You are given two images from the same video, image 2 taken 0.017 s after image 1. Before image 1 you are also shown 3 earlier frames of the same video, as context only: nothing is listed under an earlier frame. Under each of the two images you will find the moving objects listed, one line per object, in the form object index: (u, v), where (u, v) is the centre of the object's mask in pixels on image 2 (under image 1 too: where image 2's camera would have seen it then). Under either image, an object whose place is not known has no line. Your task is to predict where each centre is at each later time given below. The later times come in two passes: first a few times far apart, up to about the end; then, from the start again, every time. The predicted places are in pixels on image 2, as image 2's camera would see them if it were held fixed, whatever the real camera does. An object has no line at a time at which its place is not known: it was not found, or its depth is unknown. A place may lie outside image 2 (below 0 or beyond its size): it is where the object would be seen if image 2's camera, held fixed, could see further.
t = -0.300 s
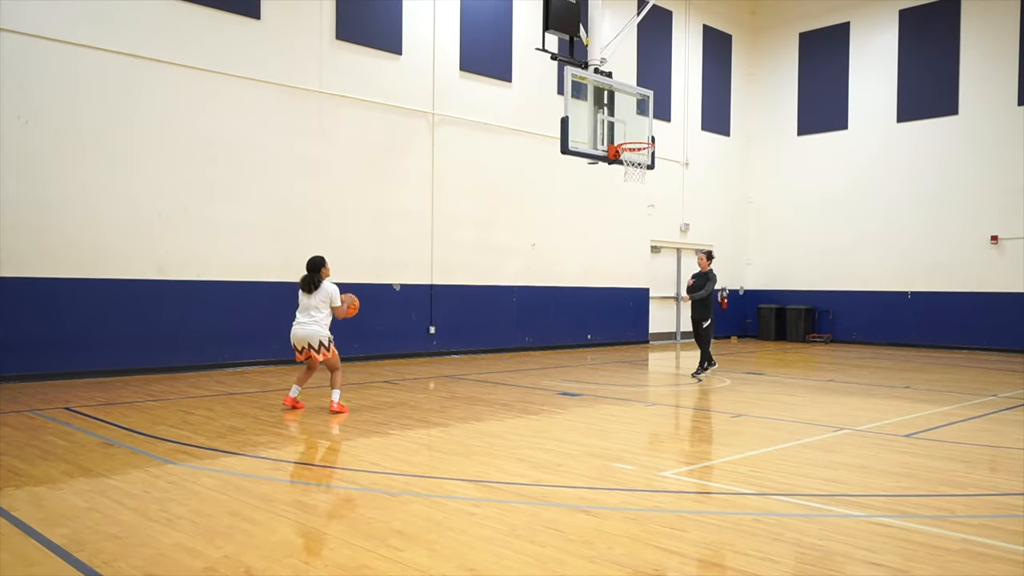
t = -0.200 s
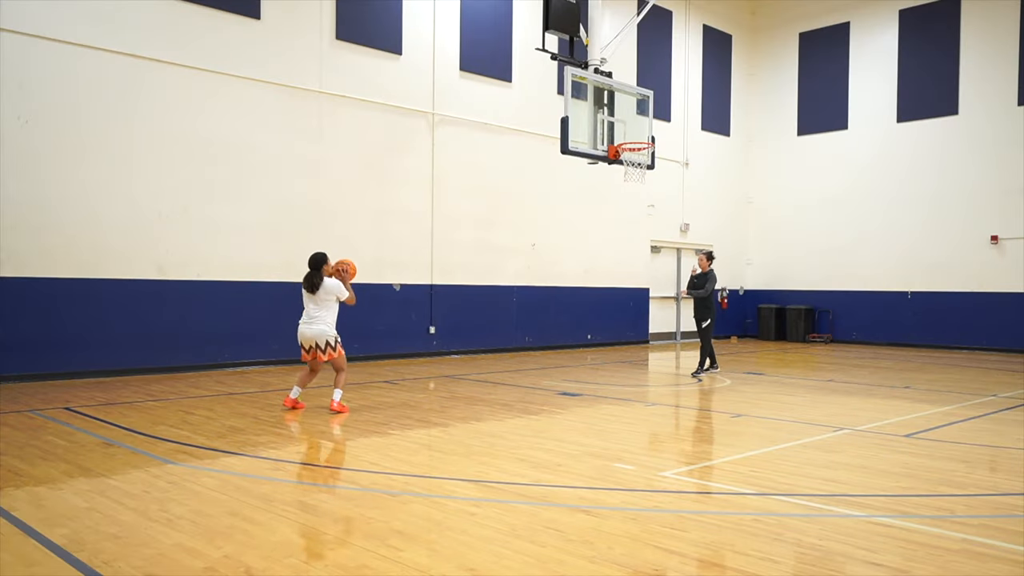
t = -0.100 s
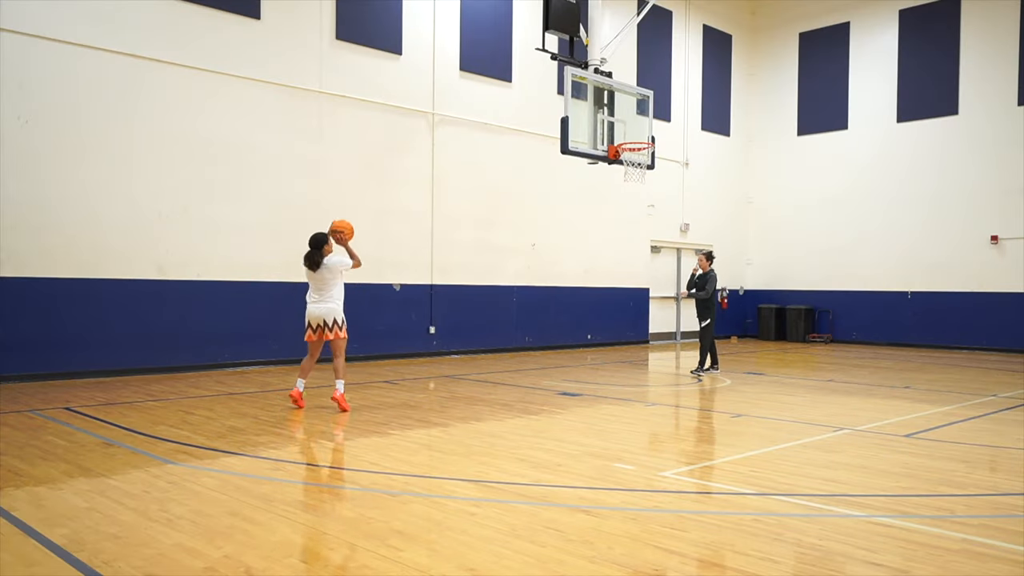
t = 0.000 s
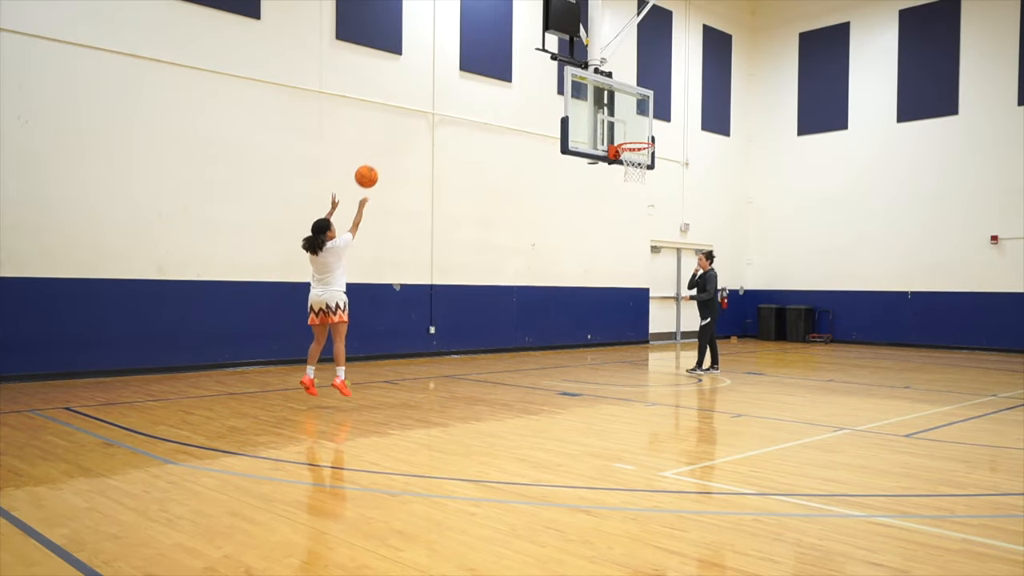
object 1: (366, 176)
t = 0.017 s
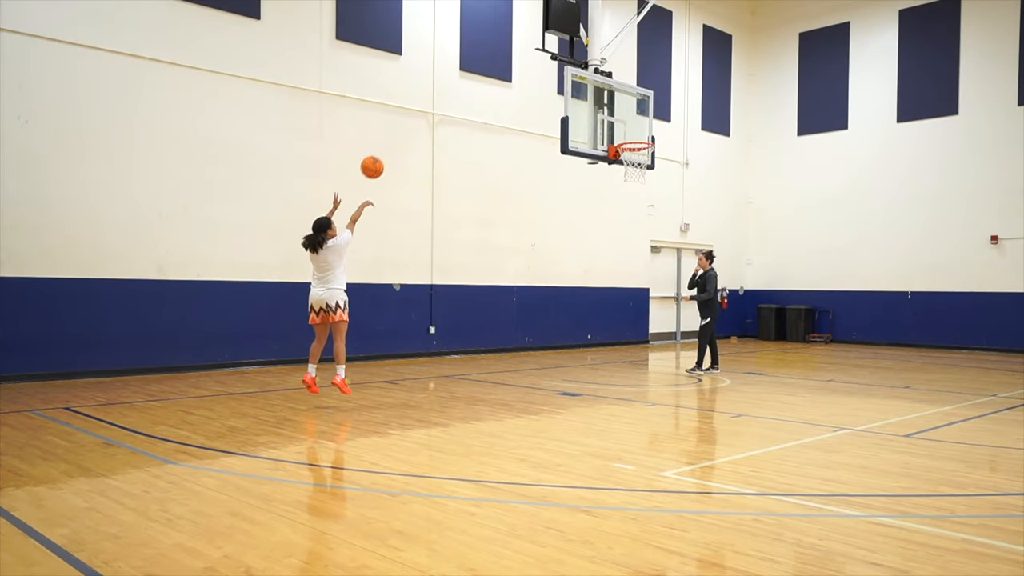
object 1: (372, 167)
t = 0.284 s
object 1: (456, 65)
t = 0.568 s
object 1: (530, 37)
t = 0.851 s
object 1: (592, 74)
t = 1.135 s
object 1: (638, 155)
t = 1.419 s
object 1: (629, 170)
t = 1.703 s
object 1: (615, 229)
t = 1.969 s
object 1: (601, 342)
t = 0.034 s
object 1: (377, 158)
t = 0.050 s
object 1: (383, 150)
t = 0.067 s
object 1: (389, 141)
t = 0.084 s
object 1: (394, 134)
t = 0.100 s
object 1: (400, 126)
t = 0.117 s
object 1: (406, 119)
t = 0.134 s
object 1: (410, 112)
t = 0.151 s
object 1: (416, 106)
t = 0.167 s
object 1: (421, 99)
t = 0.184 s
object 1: (426, 94)
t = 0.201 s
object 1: (431, 88)
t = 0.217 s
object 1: (436, 83)
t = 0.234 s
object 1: (441, 78)
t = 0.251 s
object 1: (446, 73)
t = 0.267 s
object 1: (451, 69)
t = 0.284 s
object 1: (456, 65)
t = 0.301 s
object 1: (461, 61)
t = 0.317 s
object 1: (466, 58)
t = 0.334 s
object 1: (470, 55)
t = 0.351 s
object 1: (474, 52)
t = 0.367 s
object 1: (479, 49)
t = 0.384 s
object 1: (484, 47)
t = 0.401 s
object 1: (488, 44)
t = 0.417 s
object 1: (492, 42)
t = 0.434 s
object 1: (497, 41)
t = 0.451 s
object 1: (501, 39)
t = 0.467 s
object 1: (505, 38)
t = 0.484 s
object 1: (509, 37)
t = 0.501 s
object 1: (513, 37)
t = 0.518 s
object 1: (517, 37)
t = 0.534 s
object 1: (521, 36)
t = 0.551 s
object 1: (526, 36)
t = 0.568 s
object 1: (530, 37)
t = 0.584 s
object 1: (534, 37)
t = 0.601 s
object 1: (538, 38)
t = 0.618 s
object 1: (541, 39)
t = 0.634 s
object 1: (545, 41)
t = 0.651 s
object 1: (549, 42)
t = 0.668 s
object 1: (553, 43)
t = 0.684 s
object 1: (557, 46)
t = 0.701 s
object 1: (560, 48)
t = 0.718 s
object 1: (564, 49)
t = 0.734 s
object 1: (567, 52)
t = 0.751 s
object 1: (571, 54)
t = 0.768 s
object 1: (574, 57)
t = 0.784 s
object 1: (578, 60)
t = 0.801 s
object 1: (581, 63)
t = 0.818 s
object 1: (585, 67)
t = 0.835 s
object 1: (588, 70)
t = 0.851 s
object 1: (592, 74)
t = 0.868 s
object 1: (595, 78)
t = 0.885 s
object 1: (598, 82)
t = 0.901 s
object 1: (602, 86)
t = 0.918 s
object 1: (604, 92)
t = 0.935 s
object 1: (608, 96)
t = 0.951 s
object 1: (611, 100)
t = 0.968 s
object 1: (614, 105)
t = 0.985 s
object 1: (617, 111)
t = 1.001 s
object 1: (620, 116)
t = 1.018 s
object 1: (623, 121)
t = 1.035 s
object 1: (626, 127)
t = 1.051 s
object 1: (629, 133)
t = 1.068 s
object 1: (632, 138)
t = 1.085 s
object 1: (635, 145)
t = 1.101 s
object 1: (637, 148)
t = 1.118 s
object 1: (638, 152)
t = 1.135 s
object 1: (638, 155)
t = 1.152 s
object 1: (639, 158)
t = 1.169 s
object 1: (639, 162)
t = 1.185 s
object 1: (639, 165)
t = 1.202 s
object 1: (639, 165)
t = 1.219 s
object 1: (639, 165)
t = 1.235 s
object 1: (638, 165)
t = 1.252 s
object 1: (637, 164)
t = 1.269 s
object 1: (636, 164)
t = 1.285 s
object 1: (635, 165)
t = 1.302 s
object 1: (635, 165)
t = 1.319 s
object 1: (634, 164)
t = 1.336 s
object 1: (633, 165)
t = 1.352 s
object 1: (632, 165)
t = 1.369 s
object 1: (632, 166)
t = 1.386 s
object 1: (631, 168)
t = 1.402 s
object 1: (630, 169)
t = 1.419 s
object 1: (629, 170)
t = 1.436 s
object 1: (628, 171)
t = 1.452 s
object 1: (627, 173)
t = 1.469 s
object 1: (626, 176)
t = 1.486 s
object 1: (626, 178)
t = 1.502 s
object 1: (625, 181)
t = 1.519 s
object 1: (624, 184)
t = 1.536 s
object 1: (623, 187)
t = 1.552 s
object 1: (622, 190)
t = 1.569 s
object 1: (621, 194)
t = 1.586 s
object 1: (620, 197)
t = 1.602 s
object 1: (620, 201)
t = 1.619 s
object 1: (619, 205)
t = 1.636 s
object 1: (618, 210)
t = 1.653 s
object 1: (617, 214)
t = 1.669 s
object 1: (616, 219)
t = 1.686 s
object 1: (615, 224)
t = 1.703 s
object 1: (615, 229)
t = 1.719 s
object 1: (614, 235)
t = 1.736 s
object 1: (613, 240)
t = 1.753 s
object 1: (612, 246)
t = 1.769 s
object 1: (611, 252)
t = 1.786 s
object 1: (610, 258)
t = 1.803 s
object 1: (609, 265)
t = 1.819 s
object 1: (608, 271)
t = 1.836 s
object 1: (608, 279)
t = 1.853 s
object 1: (607, 286)
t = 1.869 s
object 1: (606, 293)
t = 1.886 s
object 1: (605, 301)
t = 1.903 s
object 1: (604, 308)
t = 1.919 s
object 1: (603, 316)
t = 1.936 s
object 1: (603, 325)
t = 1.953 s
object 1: (602, 333)
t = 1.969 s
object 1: (601, 342)
